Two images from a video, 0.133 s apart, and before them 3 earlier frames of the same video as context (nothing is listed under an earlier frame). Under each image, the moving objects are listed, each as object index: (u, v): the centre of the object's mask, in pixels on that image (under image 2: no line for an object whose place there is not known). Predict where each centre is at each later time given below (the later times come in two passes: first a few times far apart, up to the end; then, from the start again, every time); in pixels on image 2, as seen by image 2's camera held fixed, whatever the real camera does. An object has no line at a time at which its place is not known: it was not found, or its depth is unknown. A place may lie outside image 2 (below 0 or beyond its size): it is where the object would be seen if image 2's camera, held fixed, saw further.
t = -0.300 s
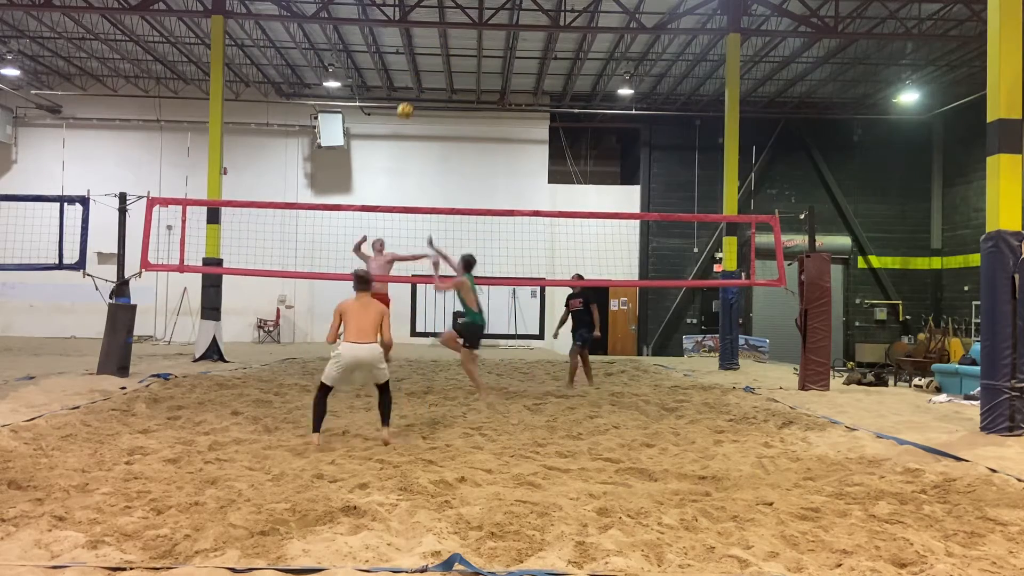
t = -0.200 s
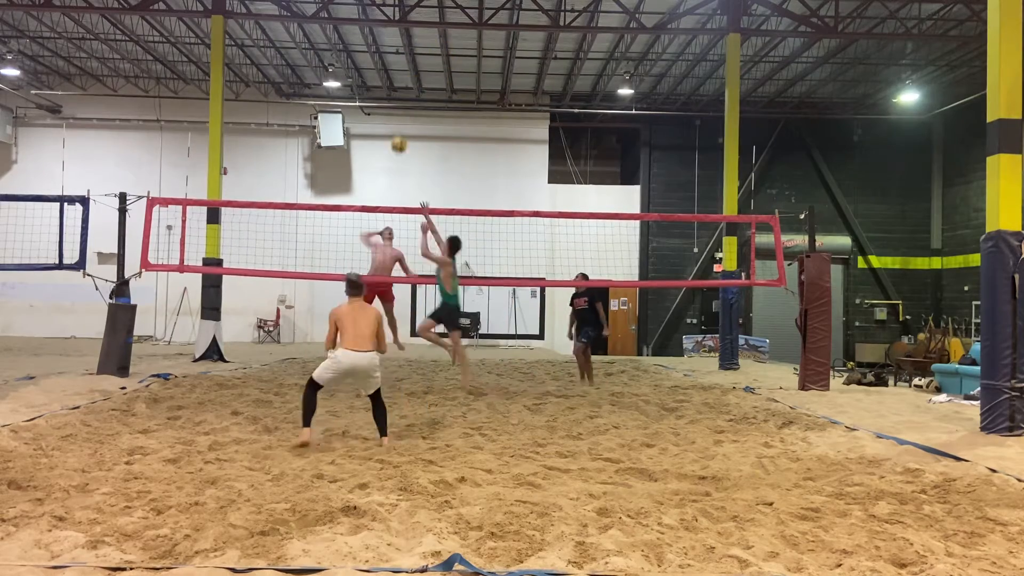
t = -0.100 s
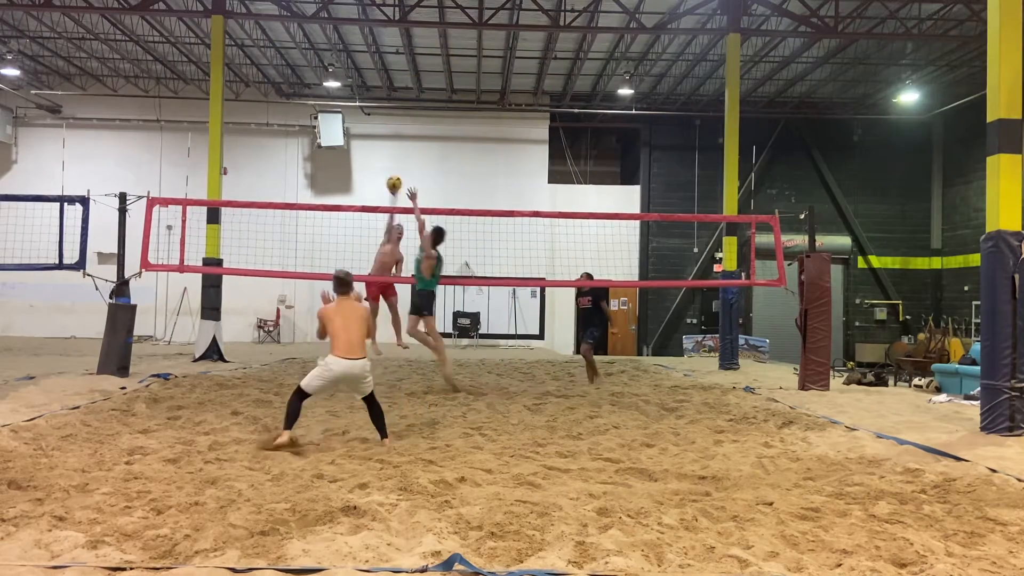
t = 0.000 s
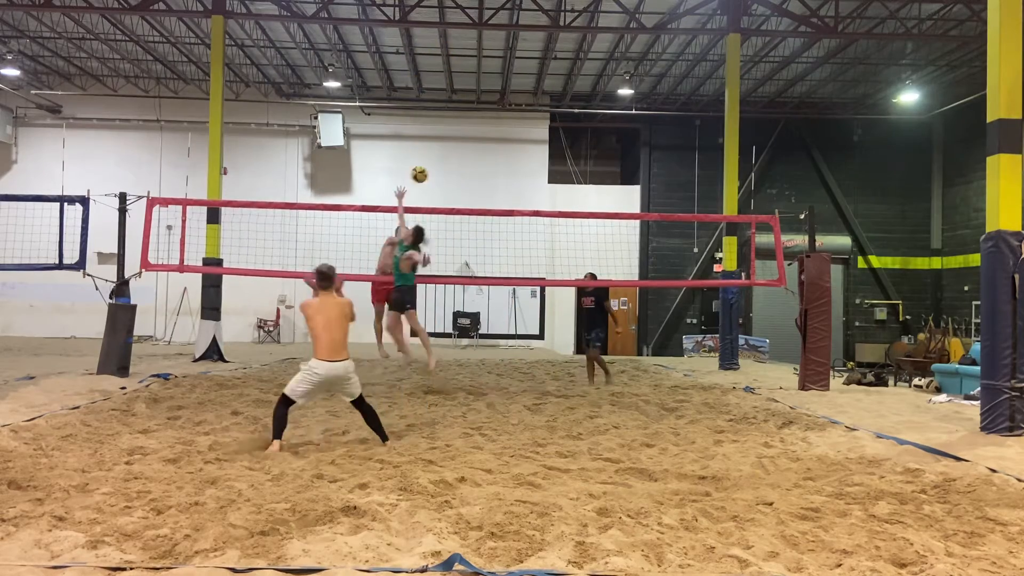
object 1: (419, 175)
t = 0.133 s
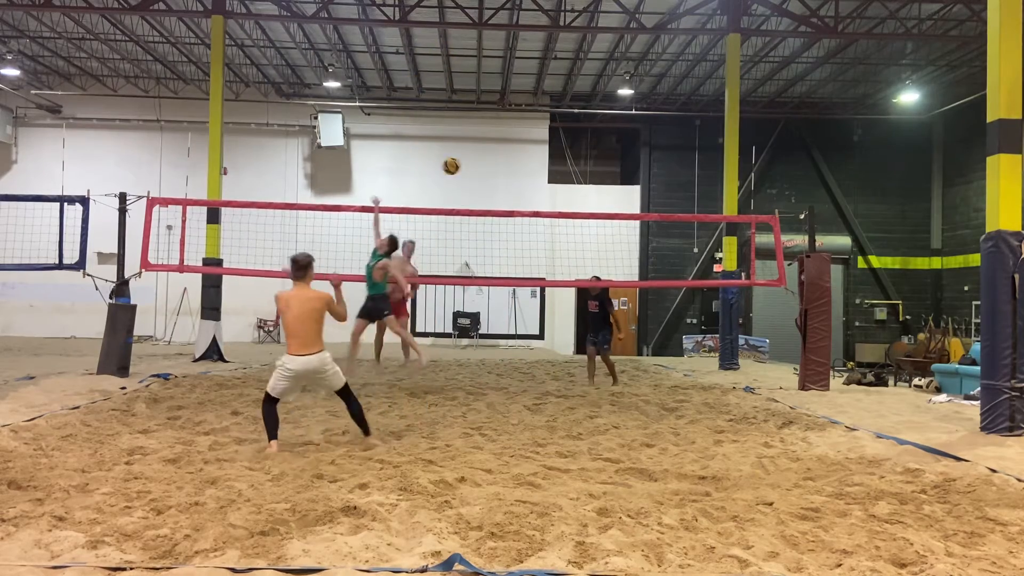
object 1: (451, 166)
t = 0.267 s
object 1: (486, 171)
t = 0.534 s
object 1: (567, 238)
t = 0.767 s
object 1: (660, 390)
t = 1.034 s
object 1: (700, 476)
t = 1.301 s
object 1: (686, 498)
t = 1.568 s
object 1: (673, 526)
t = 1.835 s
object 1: (663, 548)
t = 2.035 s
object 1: (652, 557)
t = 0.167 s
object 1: (460, 166)
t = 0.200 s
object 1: (468, 167)
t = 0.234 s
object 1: (477, 168)
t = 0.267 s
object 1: (486, 171)
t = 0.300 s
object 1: (495, 175)
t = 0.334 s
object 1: (505, 180)
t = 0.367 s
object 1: (514, 186)
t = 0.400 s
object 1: (525, 193)
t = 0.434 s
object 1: (534, 202)
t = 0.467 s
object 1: (545, 212)
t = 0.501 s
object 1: (556, 224)
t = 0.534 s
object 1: (567, 238)
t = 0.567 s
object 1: (579, 253)
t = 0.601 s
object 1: (591, 270)
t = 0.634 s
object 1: (604, 291)
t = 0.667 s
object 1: (616, 311)
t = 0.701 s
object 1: (631, 334)
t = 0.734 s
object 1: (645, 359)
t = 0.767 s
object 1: (660, 390)
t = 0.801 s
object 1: (677, 424)
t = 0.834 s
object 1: (695, 463)
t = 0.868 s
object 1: (699, 471)
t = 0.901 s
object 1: (699, 471)
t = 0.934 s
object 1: (699, 470)
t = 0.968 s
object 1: (699, 470)
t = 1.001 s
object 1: (699, 472)
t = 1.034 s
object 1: (700, 476)
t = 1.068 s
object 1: (698, 482)
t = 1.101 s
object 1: (697, 485)
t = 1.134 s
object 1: (695, 487)
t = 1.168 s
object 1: (694, 486)
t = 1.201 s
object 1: (691, 486)
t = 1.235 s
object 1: (690, 489)
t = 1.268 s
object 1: (688, 494)
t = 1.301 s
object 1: (686, 498)
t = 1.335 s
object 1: (684, 499)
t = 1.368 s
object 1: (683, 498)
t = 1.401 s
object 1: (682, 499)
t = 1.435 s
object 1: (680, 502)
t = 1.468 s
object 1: (678, 507)
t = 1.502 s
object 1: (676, 517)
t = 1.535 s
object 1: (675, 525)
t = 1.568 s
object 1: (673, 526)
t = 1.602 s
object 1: (673, 526)
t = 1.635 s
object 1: (673, 528)
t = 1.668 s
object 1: (673, 533)
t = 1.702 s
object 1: (671, 539)
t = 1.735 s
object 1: (670, 541)
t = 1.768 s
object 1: (668, 542)
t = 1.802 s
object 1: (666, 545)
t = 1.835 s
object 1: (663, 548)
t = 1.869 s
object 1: (660, 550)
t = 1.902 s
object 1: (657, 551)
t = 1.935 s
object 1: (656, 552)
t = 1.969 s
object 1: (654, 554)
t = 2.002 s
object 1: (654, 555)
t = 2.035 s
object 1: (652, 557)
